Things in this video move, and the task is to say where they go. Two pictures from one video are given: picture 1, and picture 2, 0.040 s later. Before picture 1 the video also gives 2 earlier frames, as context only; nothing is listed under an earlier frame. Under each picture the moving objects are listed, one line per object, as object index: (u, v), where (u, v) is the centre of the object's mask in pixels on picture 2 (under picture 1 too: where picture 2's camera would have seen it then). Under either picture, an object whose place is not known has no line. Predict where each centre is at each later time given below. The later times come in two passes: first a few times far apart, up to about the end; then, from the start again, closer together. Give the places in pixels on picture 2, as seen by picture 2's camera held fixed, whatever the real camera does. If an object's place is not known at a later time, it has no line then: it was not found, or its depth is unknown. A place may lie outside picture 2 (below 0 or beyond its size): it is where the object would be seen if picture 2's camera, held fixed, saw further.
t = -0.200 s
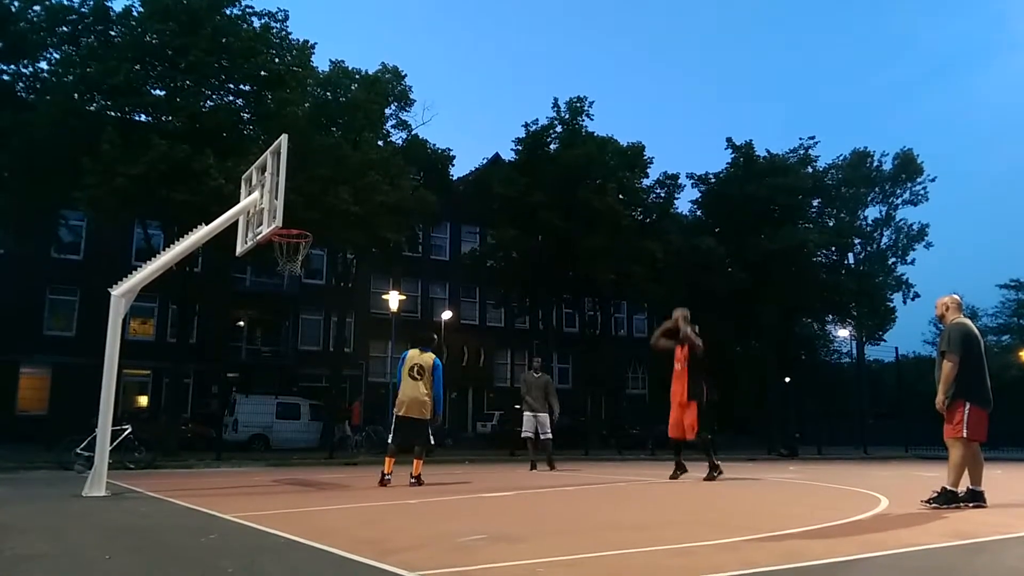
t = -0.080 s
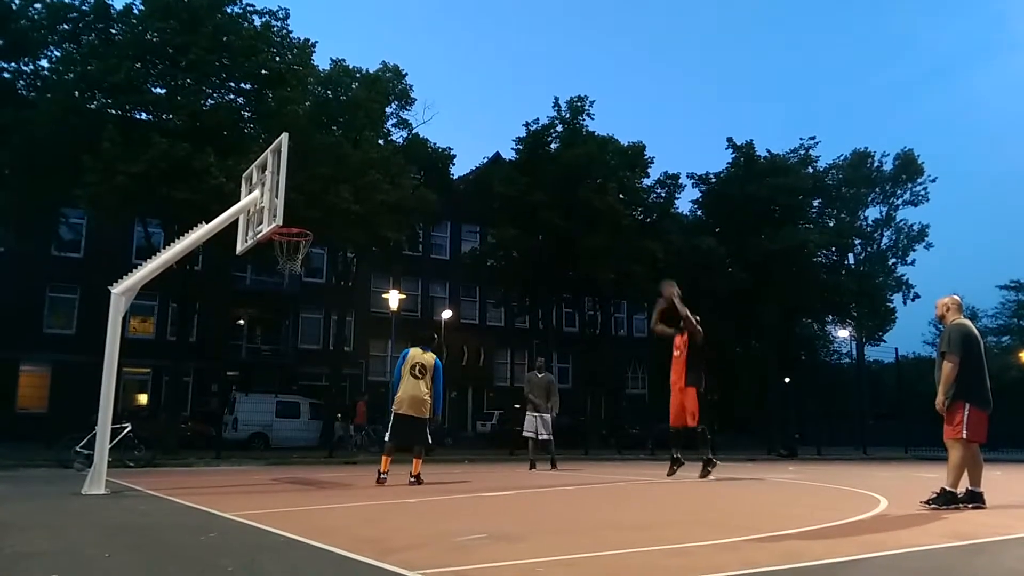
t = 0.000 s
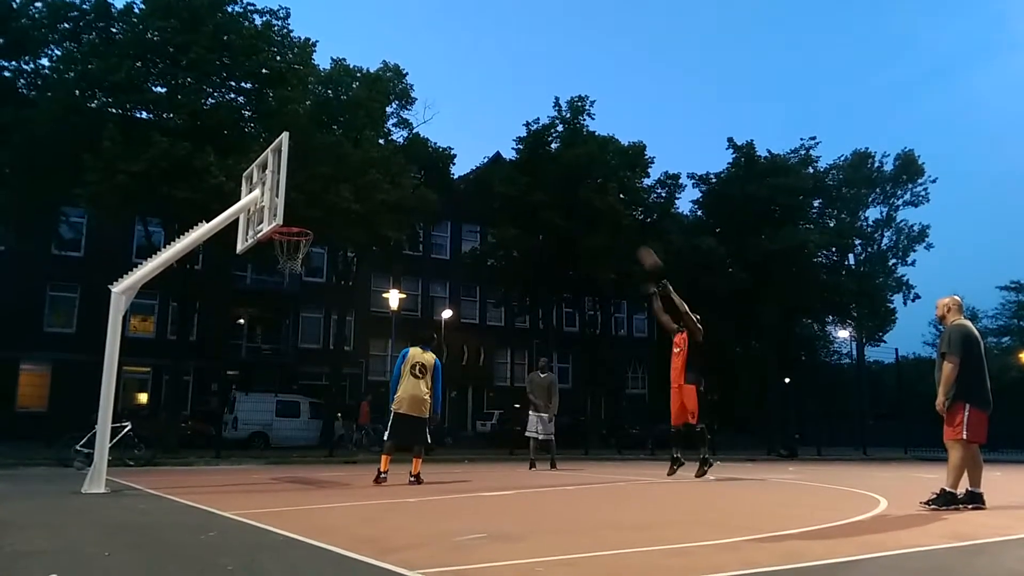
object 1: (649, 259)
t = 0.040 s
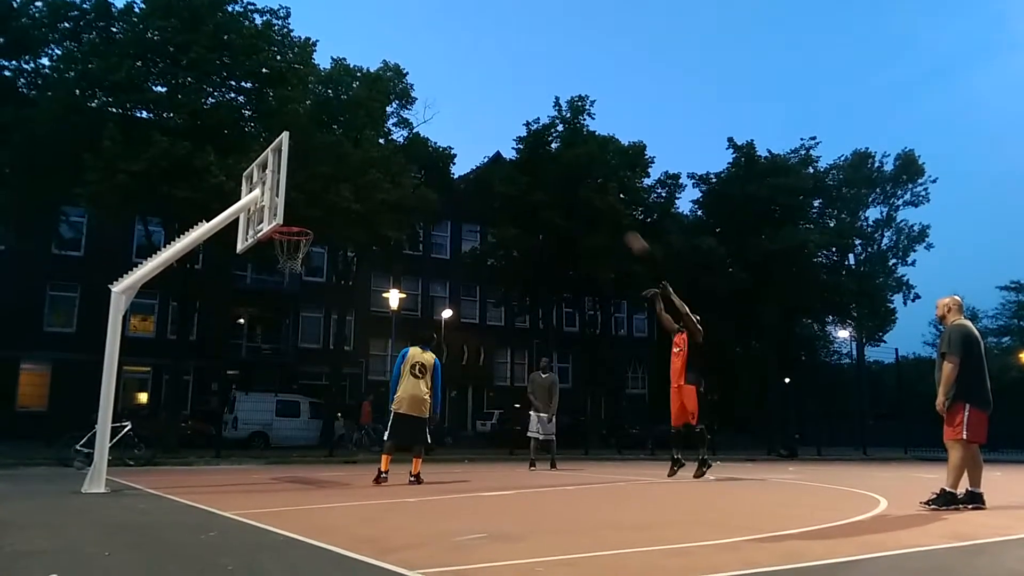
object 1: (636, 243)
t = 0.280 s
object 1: (560, 172)
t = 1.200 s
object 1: (297, 260)
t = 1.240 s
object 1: (301, 260)
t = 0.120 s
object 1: (610, 215)
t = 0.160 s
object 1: (598, 203)
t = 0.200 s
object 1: (586, 193)
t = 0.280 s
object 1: (560, 172)
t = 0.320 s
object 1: (548, 165)
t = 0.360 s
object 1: (535, 158)
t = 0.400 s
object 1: (525, 152)
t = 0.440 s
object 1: (512, 148)
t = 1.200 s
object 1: (297, 260)
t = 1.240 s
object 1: (301, 260)
